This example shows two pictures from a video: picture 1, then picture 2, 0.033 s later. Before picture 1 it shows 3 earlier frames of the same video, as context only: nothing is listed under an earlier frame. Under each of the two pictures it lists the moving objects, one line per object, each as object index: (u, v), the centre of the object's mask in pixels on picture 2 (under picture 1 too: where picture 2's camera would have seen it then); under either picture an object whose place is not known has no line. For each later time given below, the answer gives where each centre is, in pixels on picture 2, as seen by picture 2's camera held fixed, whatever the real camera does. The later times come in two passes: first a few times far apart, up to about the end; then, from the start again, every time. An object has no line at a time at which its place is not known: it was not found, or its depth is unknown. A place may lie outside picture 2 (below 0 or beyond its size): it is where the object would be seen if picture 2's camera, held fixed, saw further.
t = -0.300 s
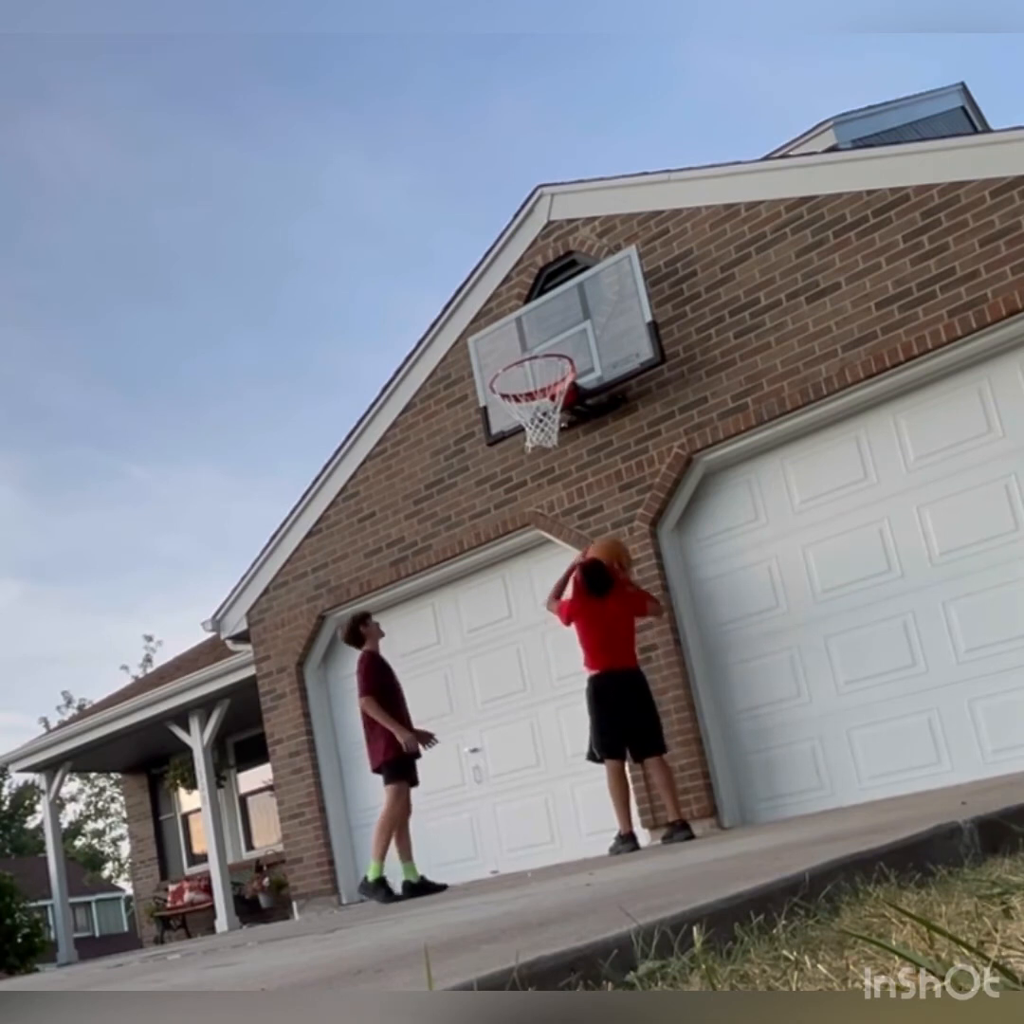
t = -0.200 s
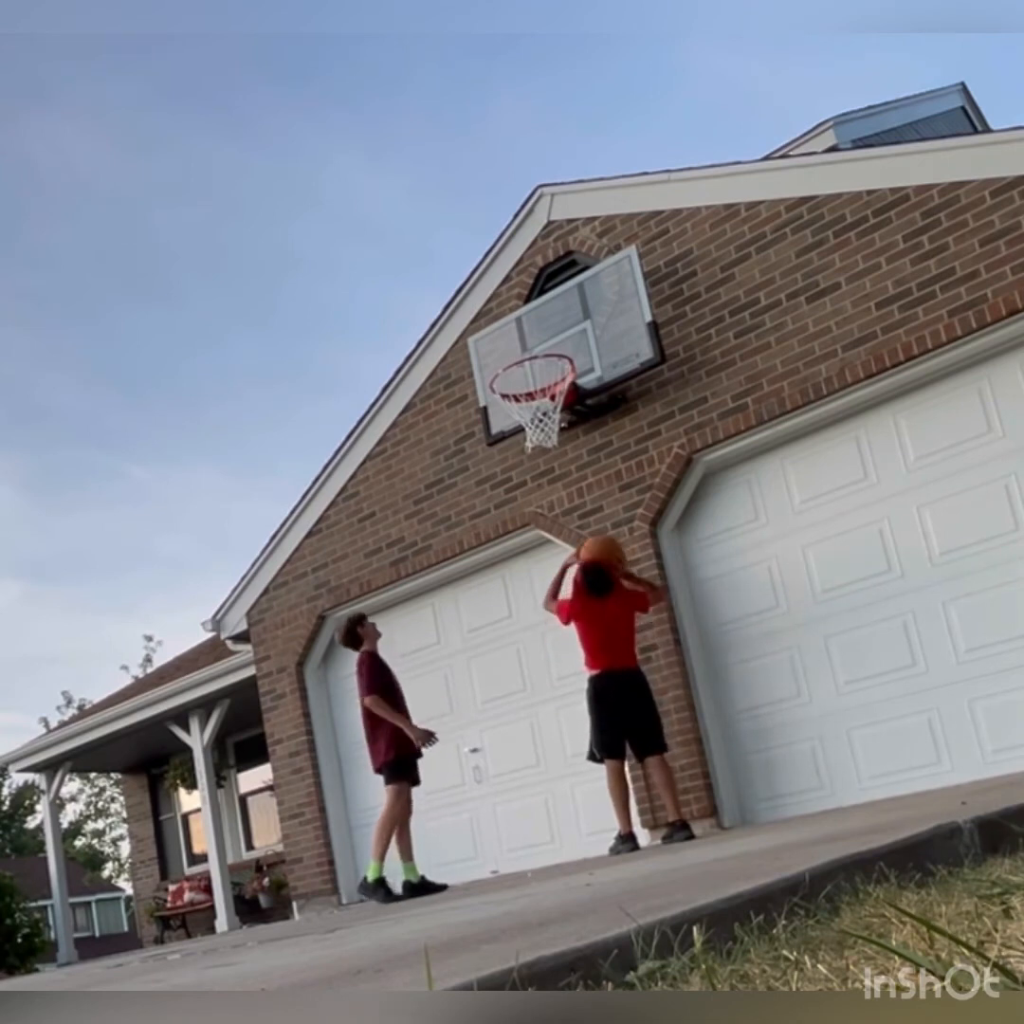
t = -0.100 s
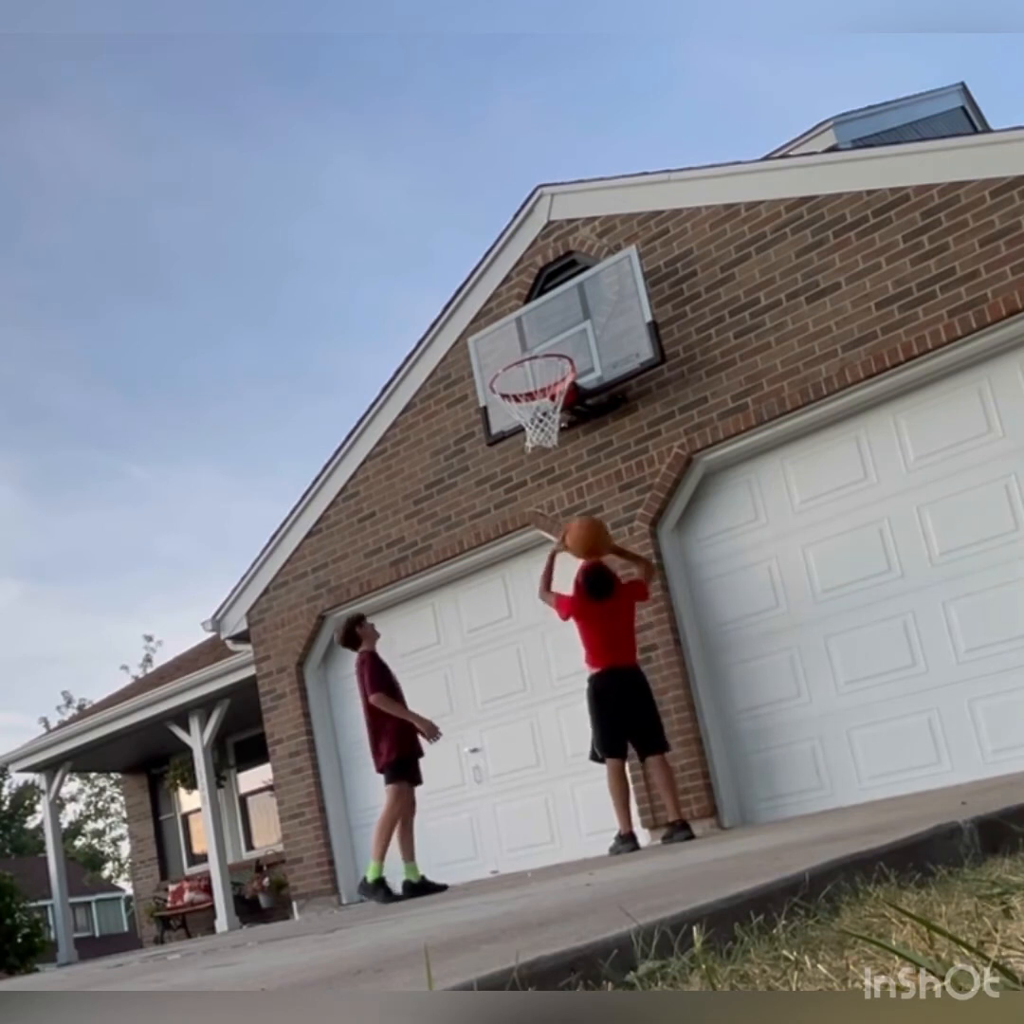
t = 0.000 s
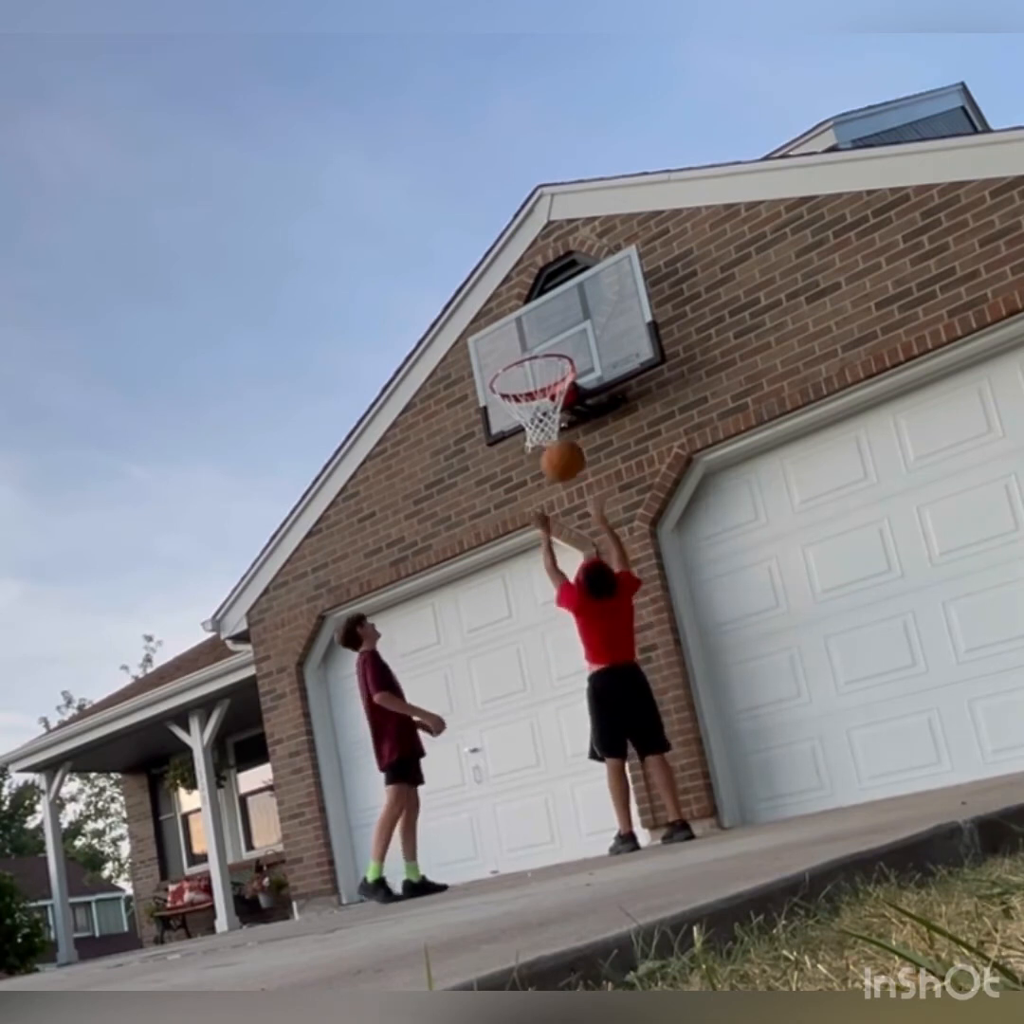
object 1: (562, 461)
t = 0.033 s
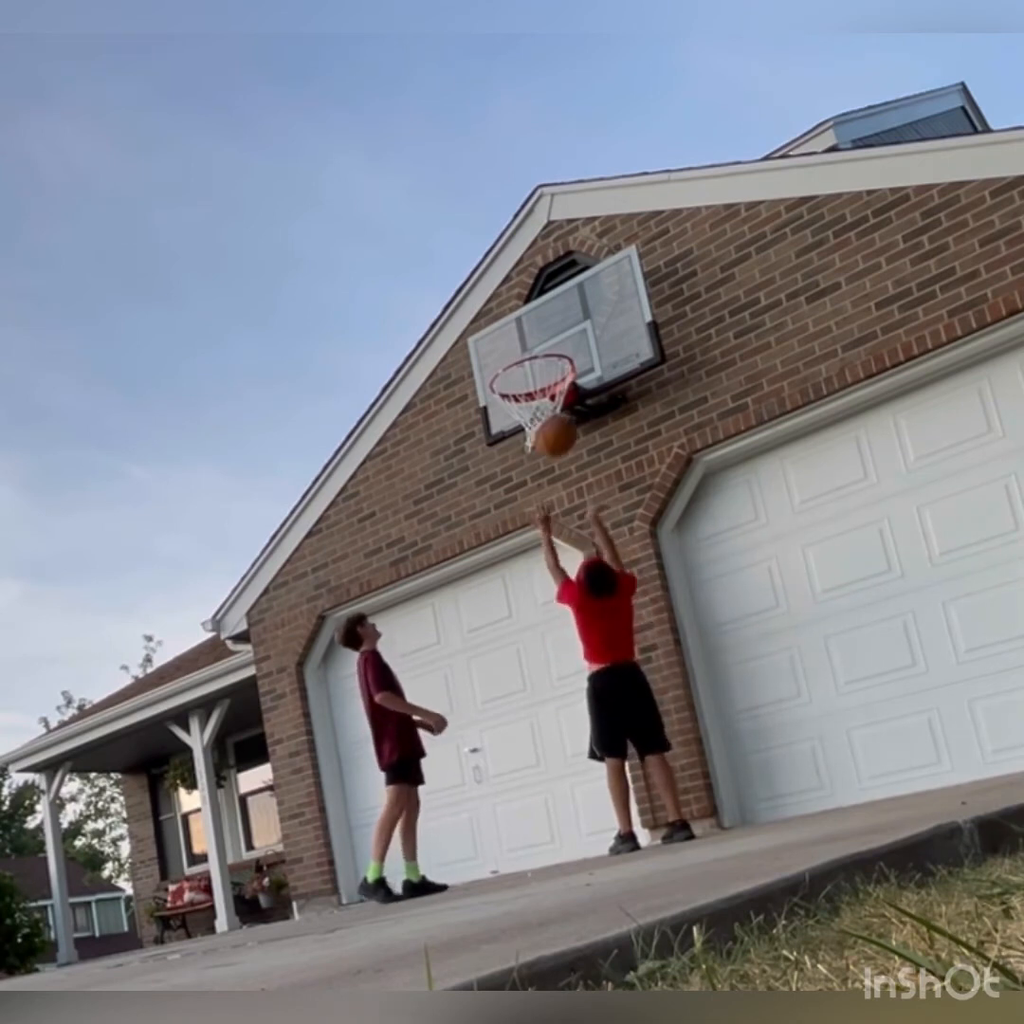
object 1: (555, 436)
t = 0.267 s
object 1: (520, 352)
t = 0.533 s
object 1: (529, 385)
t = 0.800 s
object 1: (543, 424)
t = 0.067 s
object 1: (553, 415)
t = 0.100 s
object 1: (550, 398)
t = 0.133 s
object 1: (532, 378)
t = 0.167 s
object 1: (519, 364)
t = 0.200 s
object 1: (516, 350)
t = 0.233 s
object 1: (515, 345)
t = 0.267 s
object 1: (520, 352)
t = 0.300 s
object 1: (521, 357)
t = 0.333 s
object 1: (524, 359)
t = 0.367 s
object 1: (526, 361)
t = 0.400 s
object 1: (527, 365)
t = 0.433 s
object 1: (528, 372)
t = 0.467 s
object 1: (527, 377)
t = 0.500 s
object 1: (528, 381)
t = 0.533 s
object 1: (529, 385)
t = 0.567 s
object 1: (532, 391)
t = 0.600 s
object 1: (532, 394)
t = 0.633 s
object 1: (532, 398)
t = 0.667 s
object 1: (534, 404)
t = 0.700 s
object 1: (535, 411)
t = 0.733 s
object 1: (540, 416)
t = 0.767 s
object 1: (541, 421)
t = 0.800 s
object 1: (543, 424)
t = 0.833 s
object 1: (545, 433)
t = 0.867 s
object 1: (546, 447)
